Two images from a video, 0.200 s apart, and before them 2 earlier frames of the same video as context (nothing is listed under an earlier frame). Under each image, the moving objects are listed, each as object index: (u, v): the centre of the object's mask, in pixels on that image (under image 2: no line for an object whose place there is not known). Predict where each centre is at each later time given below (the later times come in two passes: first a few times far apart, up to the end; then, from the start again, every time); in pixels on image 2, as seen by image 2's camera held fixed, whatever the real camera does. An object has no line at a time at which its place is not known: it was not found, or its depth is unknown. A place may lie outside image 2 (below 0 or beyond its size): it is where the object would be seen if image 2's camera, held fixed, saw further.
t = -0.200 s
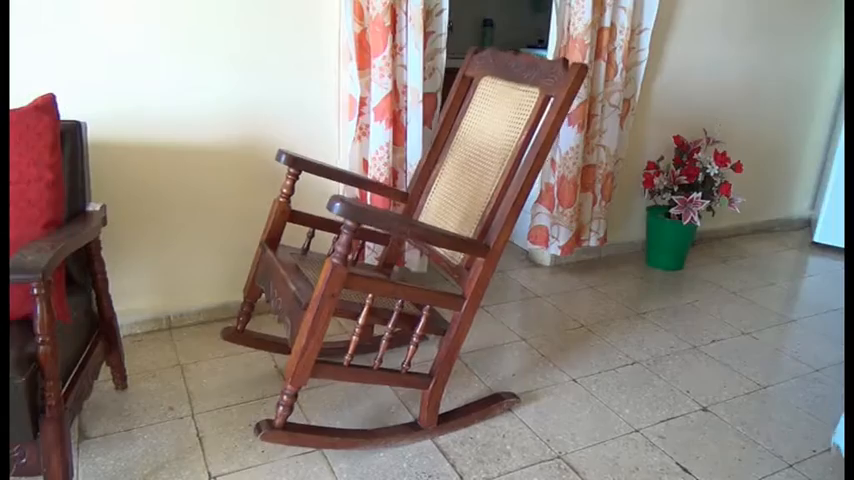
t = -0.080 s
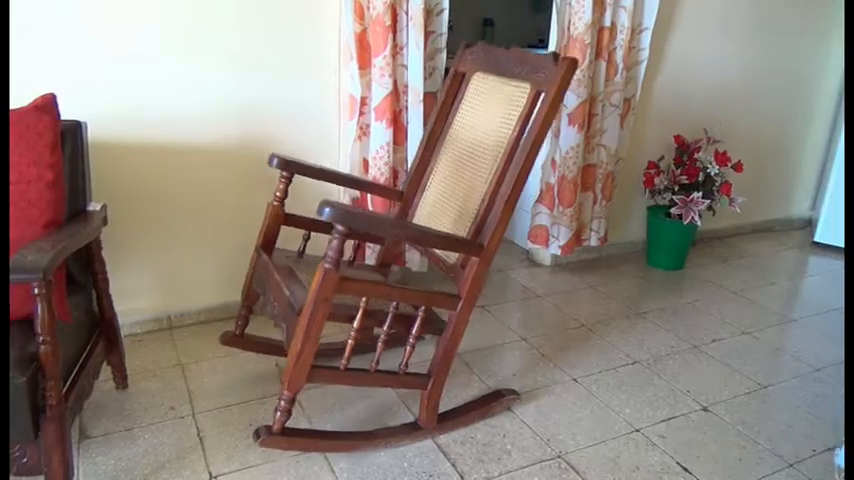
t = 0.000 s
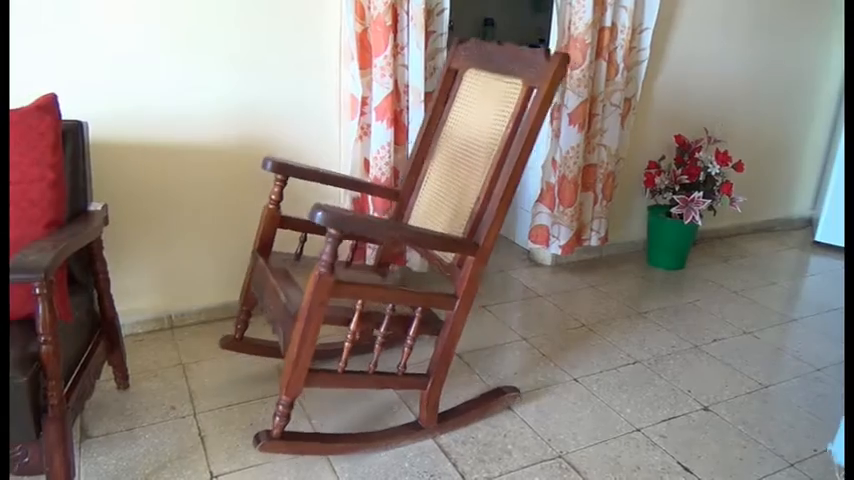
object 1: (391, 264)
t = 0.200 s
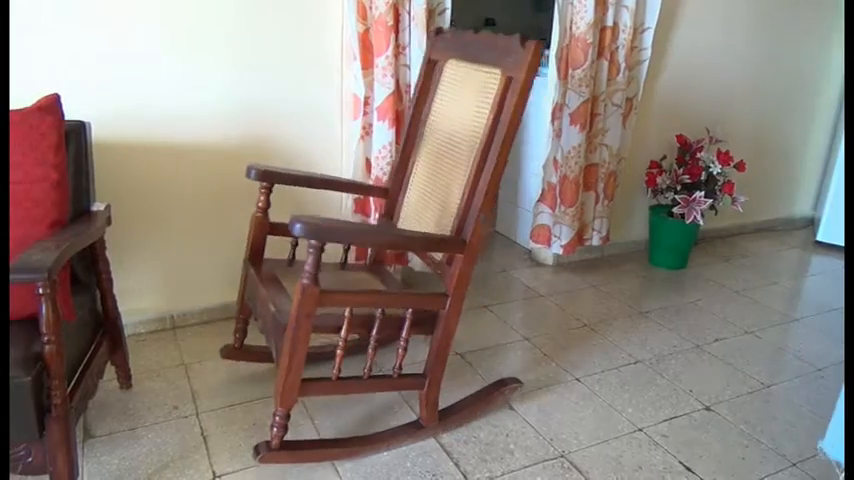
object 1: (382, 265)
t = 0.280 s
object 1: (377, 265)
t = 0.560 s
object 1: (372, 264)
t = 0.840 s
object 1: (380, 264)
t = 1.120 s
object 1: (395, 263)
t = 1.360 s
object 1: (403, 262)
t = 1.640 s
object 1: (400, 263)
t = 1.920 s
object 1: (387, 265)
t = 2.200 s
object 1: (375, 265)
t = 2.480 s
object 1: (375, 265)
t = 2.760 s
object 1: (386, 264)
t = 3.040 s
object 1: (399, 263)
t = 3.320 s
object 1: (401, 263)
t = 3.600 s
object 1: (393, 264)
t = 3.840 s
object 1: (382, 265)
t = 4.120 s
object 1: (375, 264)
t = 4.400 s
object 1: (380, 264)
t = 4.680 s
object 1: (392, 263)
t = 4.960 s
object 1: (400, 262)
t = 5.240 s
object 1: (398, 263)
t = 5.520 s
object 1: (387, 263)
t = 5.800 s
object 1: (378, 264)
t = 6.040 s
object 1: (377, 264)
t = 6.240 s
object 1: (382, 264)
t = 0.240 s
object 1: (379, 265)
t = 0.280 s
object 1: (377, 265)
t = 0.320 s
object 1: (376, 265)
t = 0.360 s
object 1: (374, 265)
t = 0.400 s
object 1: (373, 265)
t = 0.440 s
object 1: (372, 264)
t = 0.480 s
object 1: (372, 264)
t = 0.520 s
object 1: (372, 264)
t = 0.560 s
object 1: (372, 264)
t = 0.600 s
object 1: (372, 264)
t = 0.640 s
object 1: (372, 264)
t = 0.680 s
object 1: (374, 264)
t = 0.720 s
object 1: (375, 264)
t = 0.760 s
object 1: (376, 264)
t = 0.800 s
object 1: (378, 264)
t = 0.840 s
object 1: (380, 264)
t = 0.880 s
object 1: (382, 264)
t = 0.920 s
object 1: (384, 263)
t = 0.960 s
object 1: (386, 264)
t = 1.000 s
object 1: (389, 264)
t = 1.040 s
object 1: (391, 264)
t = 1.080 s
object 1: (393, 263)
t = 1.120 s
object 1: (395, 263)
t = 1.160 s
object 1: (397, 263)
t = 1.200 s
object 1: (399, 263)
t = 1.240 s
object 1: (400, 263)
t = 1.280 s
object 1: (401, 262)
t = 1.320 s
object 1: (402, 262)
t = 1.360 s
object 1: (403, 262)
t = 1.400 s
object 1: (403, 262)
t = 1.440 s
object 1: (403, 262)
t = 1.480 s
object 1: (403, 262)
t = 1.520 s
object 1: (403, 262)
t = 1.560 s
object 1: (402, 263)
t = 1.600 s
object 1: (401, 263)
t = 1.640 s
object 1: (400, 263)
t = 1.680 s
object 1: (399, 263)
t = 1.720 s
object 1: (397, 263)
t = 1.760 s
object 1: (396, 263)
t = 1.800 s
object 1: (394, 264)
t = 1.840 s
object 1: (391, 264)
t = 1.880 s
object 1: (389, 264)
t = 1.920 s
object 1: (387, 265)
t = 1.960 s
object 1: (385, 265)
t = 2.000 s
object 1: (383, 265)
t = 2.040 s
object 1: (382, 265)
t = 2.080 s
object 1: (380, 265)
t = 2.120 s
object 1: (378, 265)
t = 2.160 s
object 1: (376, 265)
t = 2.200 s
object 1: (375, 265)
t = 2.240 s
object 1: (375, 265)
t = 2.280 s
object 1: (374, 265)
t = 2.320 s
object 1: (373, 265)
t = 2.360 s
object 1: (373, 265)
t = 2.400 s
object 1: (374, 265)
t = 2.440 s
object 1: (374, 265)
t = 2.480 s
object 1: (375, 265)
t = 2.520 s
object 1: (376, 265)
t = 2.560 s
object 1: (377, 264)
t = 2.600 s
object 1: (379, 265)
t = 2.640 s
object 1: (381, 265)
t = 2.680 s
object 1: (382, 265)
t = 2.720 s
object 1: (384, 265)
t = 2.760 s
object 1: (386, 264)
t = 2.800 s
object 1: (388, 264)
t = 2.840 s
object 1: (390, 264)
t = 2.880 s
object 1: (392, 264)
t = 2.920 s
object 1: (394, 263)
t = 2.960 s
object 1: (396, 263)
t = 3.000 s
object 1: (397, 263)
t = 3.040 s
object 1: (399, 263)
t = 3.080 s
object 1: (400, 263)
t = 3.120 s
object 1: (401, 263)
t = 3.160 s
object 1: (401, 263)
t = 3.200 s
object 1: (401, 263)
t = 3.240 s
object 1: (402, 263)
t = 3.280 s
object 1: (402, 263)
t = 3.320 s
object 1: (401, 263)
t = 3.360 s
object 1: (401, 263)
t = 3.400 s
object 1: (400, 263)
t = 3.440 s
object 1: (399, 263)
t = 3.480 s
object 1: (398, 263)
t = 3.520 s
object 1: (396, 263)
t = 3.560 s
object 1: (395, 263)
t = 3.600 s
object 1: (393, 264)
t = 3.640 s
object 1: (391, 264)
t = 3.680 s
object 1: (390, 264)
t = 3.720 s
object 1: (388, 264)
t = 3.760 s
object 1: (386, 264)
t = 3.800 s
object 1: (384, 265)
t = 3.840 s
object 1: (382, 265)
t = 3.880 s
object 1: (381, 264)
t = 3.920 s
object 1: (379, 264)
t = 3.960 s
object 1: (378, 264)
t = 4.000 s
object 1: (377, 264)
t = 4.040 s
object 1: (376, 264)
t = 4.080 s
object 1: (376, 264)
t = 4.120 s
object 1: (375, 264)
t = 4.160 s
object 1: (375, 264)
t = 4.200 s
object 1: (376, 264)
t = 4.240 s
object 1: (376, 264)
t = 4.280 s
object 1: (377, 264)
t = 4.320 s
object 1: (378, 264)
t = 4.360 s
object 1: (379, 264)
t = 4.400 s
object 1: (380, 264)
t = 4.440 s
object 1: (382, 264)
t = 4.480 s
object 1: (383, 264)
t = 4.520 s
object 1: (385, 264)
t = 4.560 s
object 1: (387, 264)
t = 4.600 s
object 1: (388, 264)
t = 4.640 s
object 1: (390, 263)
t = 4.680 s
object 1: (392, 263)
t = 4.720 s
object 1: (394, 263)
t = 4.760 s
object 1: (395, 263)
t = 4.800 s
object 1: (397, 263)
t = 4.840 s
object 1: (398, 262)
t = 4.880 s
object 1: (399, 262)
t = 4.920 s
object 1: (400, 262)
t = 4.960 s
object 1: (400, 262)
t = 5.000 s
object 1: (401, 262)
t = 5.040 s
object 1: (401, 262)
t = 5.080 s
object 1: (401, 262)
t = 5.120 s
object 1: (400, 263)
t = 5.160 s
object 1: (400, 263)
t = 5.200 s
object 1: (399, 263)
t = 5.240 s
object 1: (398, 263)
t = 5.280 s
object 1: (397, 263)
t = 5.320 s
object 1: (395, 263)
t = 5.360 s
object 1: (394, 264)
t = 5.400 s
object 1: (392, 263)
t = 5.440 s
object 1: (391, 264)
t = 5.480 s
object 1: (389, 264)
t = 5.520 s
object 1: (387, 263)
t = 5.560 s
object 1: (385, 264)
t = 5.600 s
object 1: (384, 264)
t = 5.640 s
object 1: (382, 264)
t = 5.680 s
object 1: (381, 265)
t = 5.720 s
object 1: (379, 264)
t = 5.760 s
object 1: (379, 264)
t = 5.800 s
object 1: (378, 264)
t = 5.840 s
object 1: (377, 265)
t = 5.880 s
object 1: (377, 264)
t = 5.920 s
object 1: (376, 264)
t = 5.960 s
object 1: (376, 264)
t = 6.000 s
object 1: (377, 264)
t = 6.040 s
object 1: (377, 264)
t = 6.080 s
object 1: (377, 264)
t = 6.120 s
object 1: (378, 264)
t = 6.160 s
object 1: (379, 264)
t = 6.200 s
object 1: (380, 264)
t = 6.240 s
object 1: (382, 264)
